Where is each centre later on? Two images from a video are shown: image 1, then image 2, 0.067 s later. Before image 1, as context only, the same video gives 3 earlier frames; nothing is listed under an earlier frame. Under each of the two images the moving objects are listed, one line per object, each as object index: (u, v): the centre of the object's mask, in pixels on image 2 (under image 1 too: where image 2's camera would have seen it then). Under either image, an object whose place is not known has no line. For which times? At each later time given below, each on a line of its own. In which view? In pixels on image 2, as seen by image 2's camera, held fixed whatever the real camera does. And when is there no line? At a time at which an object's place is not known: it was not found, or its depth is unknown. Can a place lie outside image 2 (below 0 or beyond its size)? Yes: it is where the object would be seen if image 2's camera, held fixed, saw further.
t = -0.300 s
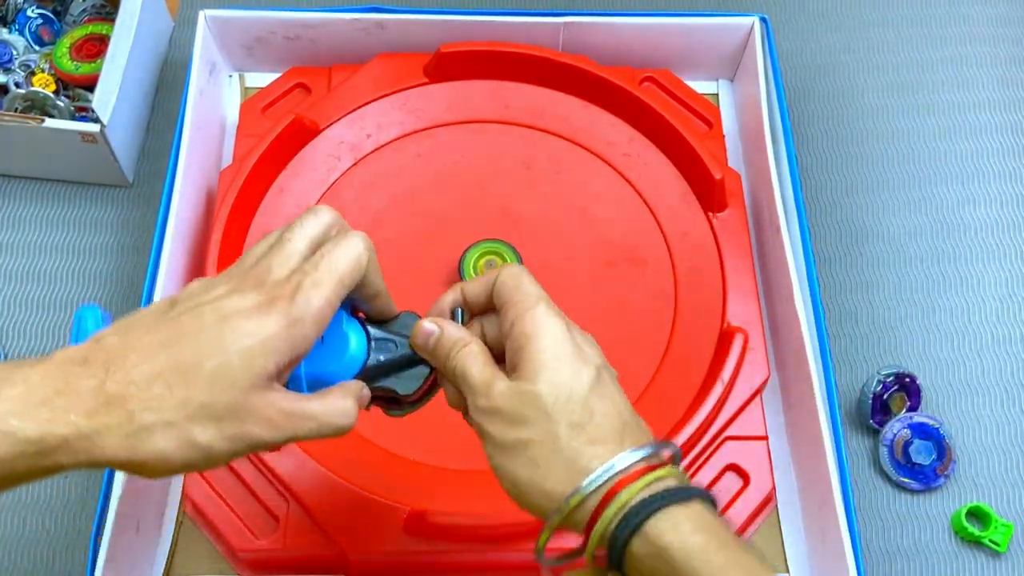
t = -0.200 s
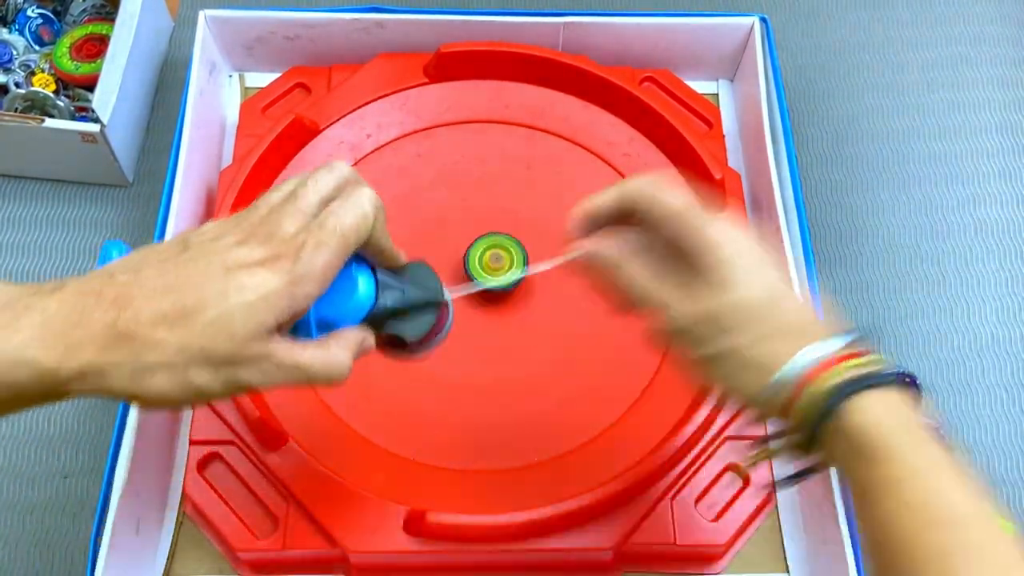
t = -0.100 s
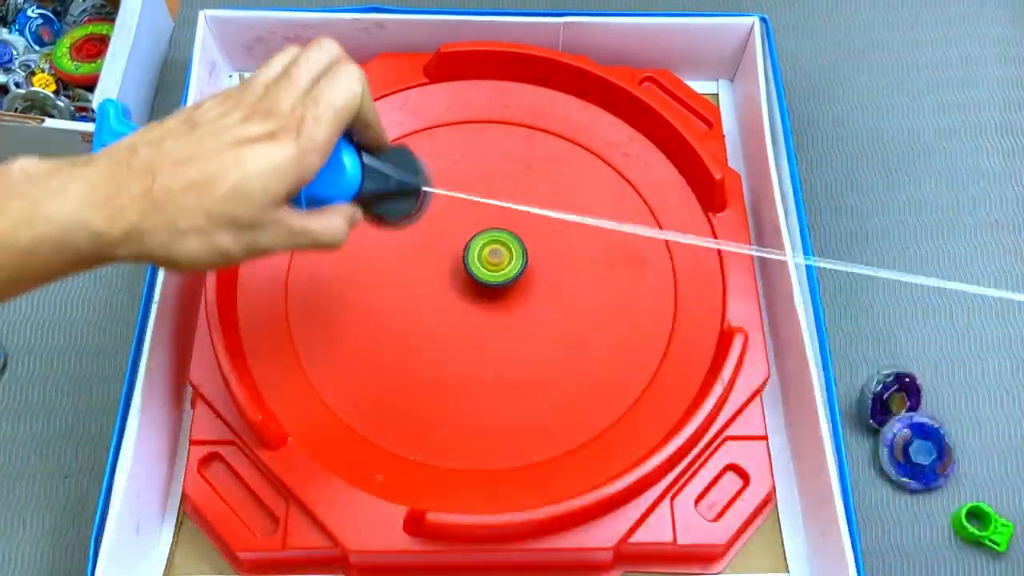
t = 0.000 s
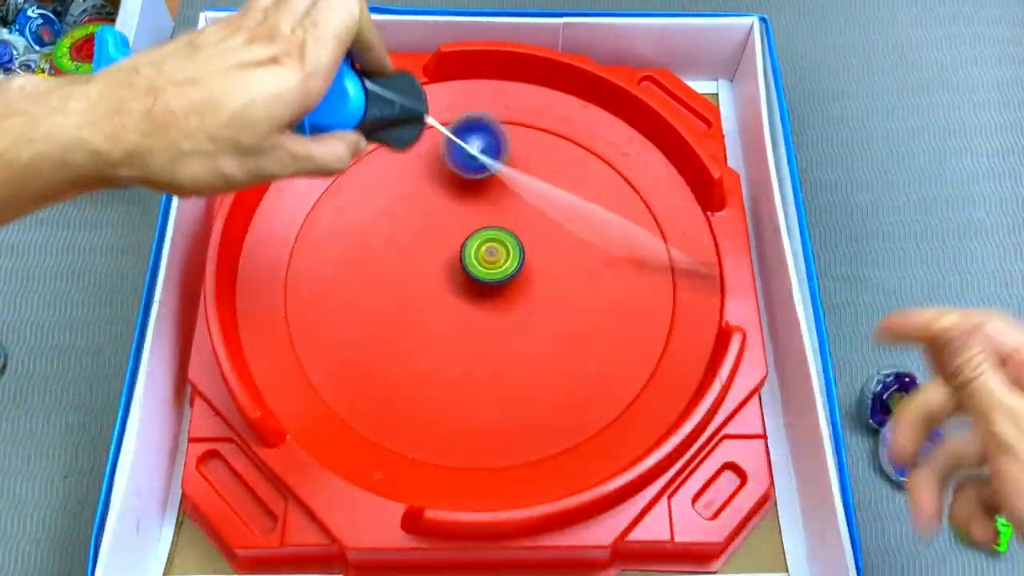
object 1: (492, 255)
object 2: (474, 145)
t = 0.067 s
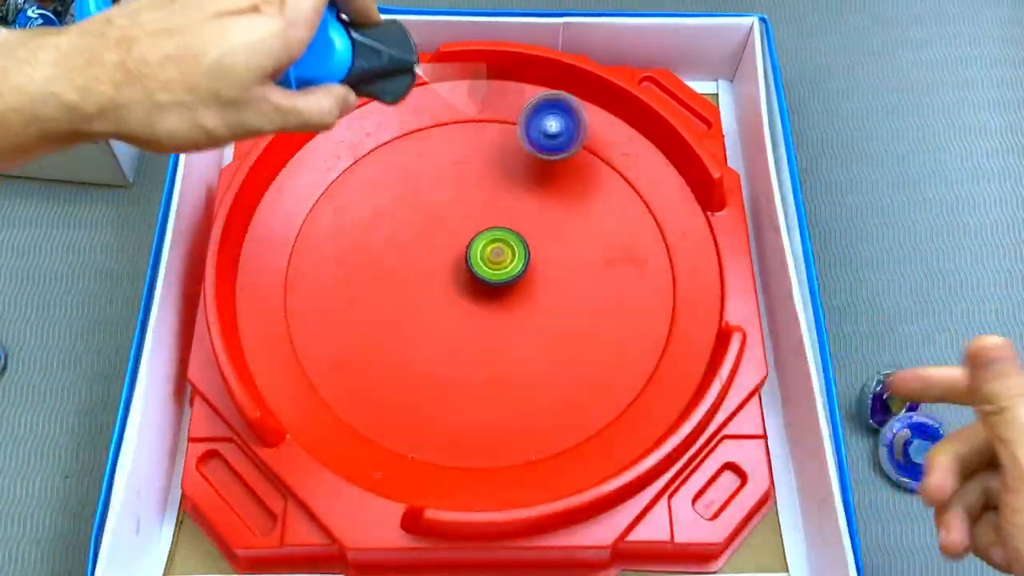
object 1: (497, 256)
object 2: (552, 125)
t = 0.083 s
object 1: (498, 257)
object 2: (571, 126)
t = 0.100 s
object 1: (497, 258)
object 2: (590, 130)
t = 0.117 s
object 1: (497, 258)
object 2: (608, 136)
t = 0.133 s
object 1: (496, 258)
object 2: (622, 138)
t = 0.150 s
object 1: (496, 258)
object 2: (629, 142)
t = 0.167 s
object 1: (496, 258)
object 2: (635, 150)
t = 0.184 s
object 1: (498, 259)
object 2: (640, 160)
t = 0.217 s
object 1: (498, 262)
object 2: (648, 184)
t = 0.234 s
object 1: (498, 262)
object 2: (650, 194)
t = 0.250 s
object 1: (498, 263)
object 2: (650, 206)
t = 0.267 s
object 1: (499, 264)
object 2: (651, 220)
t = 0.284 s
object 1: (501, 264)
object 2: (650, 232)
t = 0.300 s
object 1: (502, 264)
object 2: (649, 244)
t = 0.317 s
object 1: (503, 265)
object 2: (646, 257)
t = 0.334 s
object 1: (503, 266)
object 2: (644, 268)
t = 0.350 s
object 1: (504, 267)
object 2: (640, 280)
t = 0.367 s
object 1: (504, 268)
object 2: (636, 292)
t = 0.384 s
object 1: (505, 269)
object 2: (631, 303)
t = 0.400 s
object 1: (505, 270)
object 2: (625, 314)
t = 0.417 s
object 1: (505, 272)
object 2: (620, 325)
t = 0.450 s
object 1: (505, 275)
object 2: (609, 344)
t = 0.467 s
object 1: (505, 276)
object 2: (602, 352)
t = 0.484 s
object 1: (505, 277)
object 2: (596, 360)
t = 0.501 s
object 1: (505, 279)
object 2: (590, 366)
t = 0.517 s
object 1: (506, 280)
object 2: (583, 371)
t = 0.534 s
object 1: (505, 282)
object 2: (576, 377)
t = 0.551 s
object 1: (506, 283)
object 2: (570, 380)
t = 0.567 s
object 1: (506, 284)
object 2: (563, 383)
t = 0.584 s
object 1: (507, 286)
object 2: (556, 385)
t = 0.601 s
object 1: (507, 288)
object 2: (550, 386)
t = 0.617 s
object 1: (508, 289)
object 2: (543, 386)
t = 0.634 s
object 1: (509, 290)
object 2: (537, 384)
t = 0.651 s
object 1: (510, 292)
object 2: (531, 382)
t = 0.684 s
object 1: (512, 296)
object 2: (519, 374)
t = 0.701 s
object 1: (512, 299)
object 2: (515, 369)
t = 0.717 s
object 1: (514, 300)
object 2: (509, 363)
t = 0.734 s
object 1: (524, 286)
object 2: (493, 363)
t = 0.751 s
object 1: (536, 269)
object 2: (477, 366)
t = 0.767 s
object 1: (547, 254)
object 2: (459, 370)
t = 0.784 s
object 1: (557, 241)
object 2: (442, 375)
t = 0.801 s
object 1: (566, 226)
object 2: (426, 382)
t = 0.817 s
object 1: (577, 211)
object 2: (407, 392)
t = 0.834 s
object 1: (585, 201)
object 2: (389, 404)
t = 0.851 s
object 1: (594, 191)
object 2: (374, 416)
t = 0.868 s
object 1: (601, 180)
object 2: (361, 423)
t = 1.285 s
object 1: (484, 85)
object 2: (529, 311)
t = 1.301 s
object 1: (478, 81)
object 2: (538, 328)
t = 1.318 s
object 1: (472, 79)
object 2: (549, 335)
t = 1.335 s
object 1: (466, 80)
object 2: (559, 343)
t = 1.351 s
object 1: (460, 84)
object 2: (569, 353)
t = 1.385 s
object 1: (449, 98)
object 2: (588, 363)
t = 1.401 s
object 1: (444, 110)
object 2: (597, 368)
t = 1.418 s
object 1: (439, 124)
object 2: (606, 375)
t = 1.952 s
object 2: (414, 107)
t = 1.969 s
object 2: (398, 116)
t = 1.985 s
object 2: (385, 124)
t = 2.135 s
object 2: (312, 214)
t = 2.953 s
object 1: (506, 170)
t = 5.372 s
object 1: (418, 113)
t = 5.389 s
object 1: (408, 110)
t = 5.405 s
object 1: (399, 109)
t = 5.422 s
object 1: (391, 109)
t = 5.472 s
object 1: (370, 116)
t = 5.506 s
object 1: (360, 123)
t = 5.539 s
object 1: (352, 131)
